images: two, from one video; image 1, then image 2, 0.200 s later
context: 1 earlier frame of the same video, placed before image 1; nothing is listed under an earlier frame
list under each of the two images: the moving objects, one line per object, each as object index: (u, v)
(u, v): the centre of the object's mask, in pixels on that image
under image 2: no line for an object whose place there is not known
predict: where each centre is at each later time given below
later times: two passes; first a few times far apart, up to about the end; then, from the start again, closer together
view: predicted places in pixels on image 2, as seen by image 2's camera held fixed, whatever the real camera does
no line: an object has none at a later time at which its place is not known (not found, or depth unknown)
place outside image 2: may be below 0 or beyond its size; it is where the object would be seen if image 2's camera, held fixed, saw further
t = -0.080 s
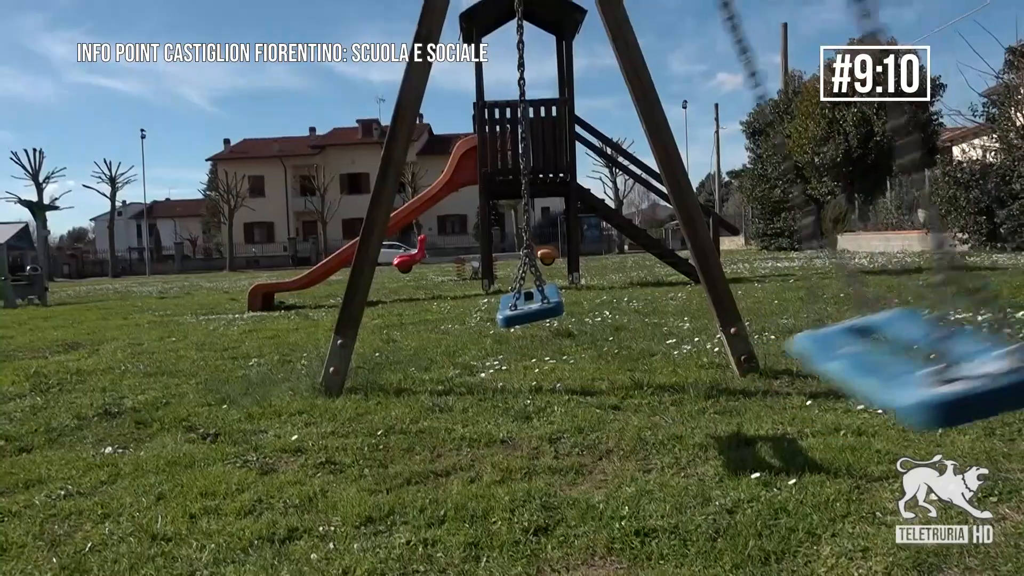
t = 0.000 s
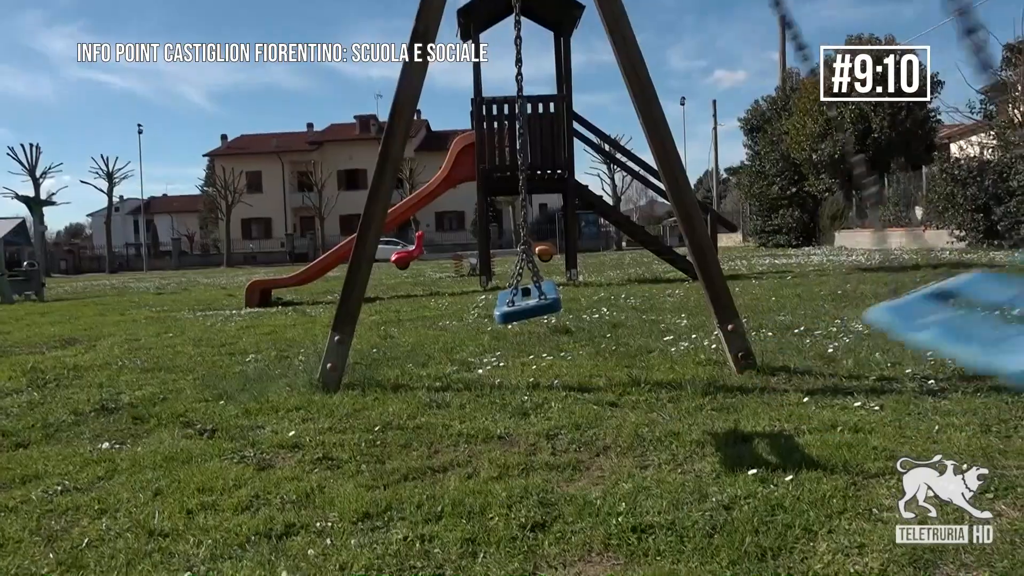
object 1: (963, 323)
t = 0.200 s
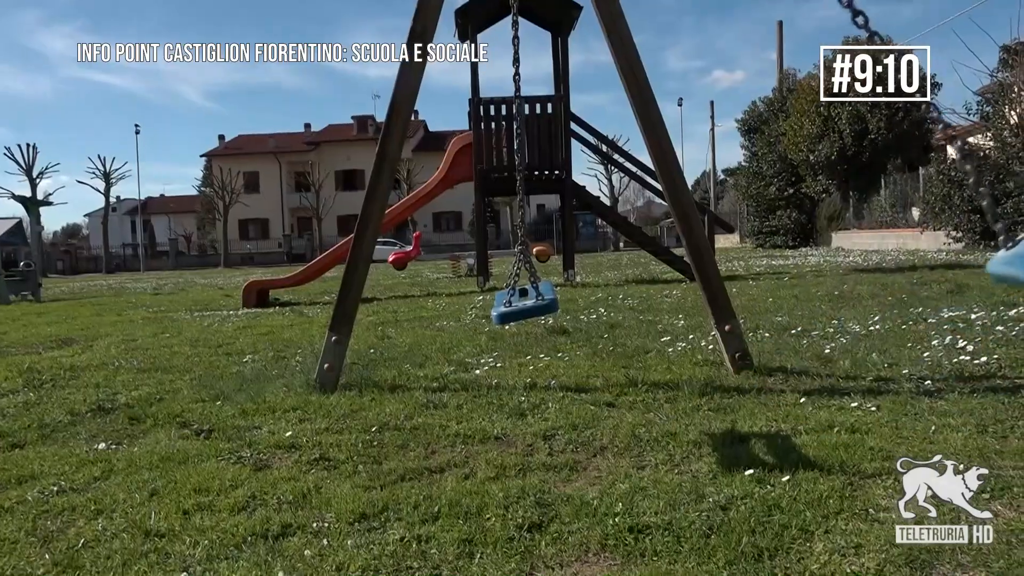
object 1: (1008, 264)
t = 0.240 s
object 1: (1011, 263)
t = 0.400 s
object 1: (1001, 277)
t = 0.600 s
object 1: (919, 367)
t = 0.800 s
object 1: (621, 430)
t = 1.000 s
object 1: (306, 414)
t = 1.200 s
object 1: (89, 344)
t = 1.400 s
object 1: (45, 298)
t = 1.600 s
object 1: (62, 320)
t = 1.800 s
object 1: (191, 380)
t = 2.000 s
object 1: (461, 427)
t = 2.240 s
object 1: (852, 388)
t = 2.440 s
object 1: (978, 300)
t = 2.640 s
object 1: (1002, 275)
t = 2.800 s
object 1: (989, 294)
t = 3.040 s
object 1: (822, 395)
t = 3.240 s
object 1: (500, 427)
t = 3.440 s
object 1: (228, 390)
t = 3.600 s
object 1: (97, 344)
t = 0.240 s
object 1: (1011, 263)
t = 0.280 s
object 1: (1012, 263)
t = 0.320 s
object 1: (1010, 265)
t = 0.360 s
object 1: (1007, 269)
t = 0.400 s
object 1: (1001, 277)
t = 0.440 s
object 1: (992, 288)
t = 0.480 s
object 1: (980, 303)
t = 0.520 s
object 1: (966, 320)
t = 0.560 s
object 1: (948, 344)
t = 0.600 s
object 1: (919, 367)
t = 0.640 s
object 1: (882, 385)
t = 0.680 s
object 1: (817, 402)
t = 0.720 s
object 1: (753, 414)
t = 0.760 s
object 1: (684, 424)
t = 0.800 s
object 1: (621, 430)
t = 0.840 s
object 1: (557, 433)
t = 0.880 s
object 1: (490, 433)
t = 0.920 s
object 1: (427, 430)
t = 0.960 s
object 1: (365, 423)
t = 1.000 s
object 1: (306, 414)
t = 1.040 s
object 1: (252, 403)
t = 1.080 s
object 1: (201, 389)
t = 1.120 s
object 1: (155, 374)
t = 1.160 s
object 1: (114, 359)
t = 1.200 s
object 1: (89, 344)
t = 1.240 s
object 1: (70, 329)
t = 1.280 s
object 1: (61, 318)
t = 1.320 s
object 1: (53, 308)
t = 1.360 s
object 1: (48, 301)
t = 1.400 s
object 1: (45, 298)
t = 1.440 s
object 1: (44, 297)
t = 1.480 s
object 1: (45, 299)
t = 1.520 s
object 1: (48, 304)
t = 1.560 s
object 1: (55, 312)
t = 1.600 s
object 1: (62, 320)
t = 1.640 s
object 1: (75, 331)
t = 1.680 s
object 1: (92, 342)
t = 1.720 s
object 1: (113, 353)
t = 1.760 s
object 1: (150, 367)
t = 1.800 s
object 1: (191, 380)
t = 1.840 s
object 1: (238, 392)
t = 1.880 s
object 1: (286, 404)
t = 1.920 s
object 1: (342, 413)
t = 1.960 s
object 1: (399, 421)
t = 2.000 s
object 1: (461, 427)
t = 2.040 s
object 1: (526, 429)
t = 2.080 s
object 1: (591, 427)
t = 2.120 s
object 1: (658, 422)
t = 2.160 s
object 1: (725, 413)
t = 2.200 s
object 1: (789, 403)
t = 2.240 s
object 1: (852, 388)
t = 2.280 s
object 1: (902, 371)
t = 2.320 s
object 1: (931, 354)
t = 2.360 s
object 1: (951, 333)
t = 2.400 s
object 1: (967, 313)
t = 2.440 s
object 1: (978, 300)
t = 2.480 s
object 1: (985, 291)
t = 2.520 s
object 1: (993, 283)
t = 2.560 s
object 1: (997, 278)
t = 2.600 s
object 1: (1001, 275)
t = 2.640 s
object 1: (1002, 275)
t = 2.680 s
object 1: (1002, 275)
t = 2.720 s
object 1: (1000, 279)
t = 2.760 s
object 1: (995, 284)
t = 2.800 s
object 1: (989, 294)
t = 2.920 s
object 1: (950, 344)
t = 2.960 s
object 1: (923, 363)
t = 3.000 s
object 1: (883, 379)
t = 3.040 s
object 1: (822, 395)
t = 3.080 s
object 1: (759, 407)
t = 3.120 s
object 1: (694, 417)
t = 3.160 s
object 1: (628, 424)
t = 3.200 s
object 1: (563, 426)
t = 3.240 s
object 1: (500, 427)
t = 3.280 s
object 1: (438, 424)
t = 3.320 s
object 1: (377, 418)
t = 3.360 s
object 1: (324, 410)
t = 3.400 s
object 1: (274, 401)
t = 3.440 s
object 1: (228, 390)
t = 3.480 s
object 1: (185, 377)
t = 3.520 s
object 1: (147, 366)
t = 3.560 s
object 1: (114, 353)
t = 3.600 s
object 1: (97, 344)
